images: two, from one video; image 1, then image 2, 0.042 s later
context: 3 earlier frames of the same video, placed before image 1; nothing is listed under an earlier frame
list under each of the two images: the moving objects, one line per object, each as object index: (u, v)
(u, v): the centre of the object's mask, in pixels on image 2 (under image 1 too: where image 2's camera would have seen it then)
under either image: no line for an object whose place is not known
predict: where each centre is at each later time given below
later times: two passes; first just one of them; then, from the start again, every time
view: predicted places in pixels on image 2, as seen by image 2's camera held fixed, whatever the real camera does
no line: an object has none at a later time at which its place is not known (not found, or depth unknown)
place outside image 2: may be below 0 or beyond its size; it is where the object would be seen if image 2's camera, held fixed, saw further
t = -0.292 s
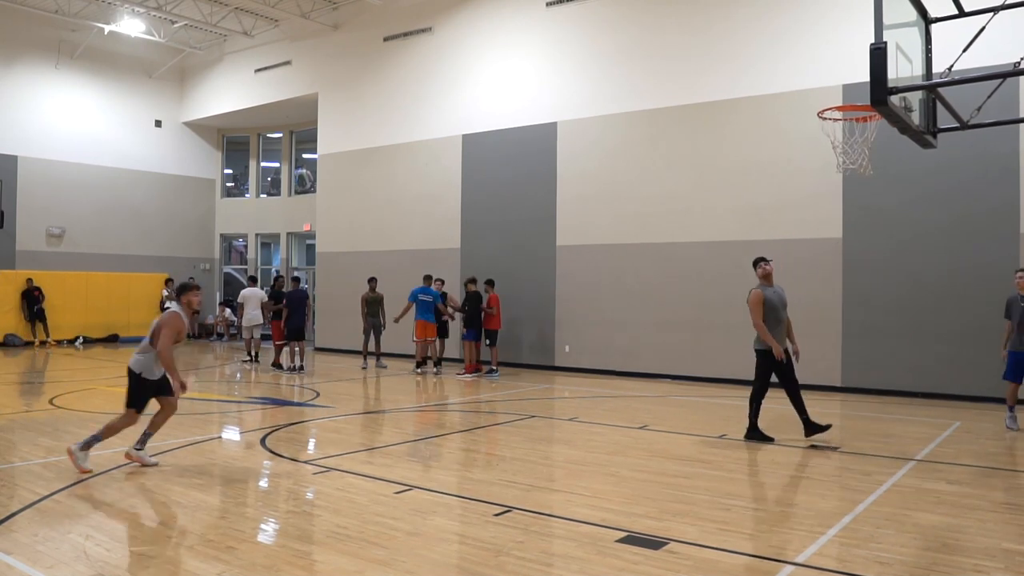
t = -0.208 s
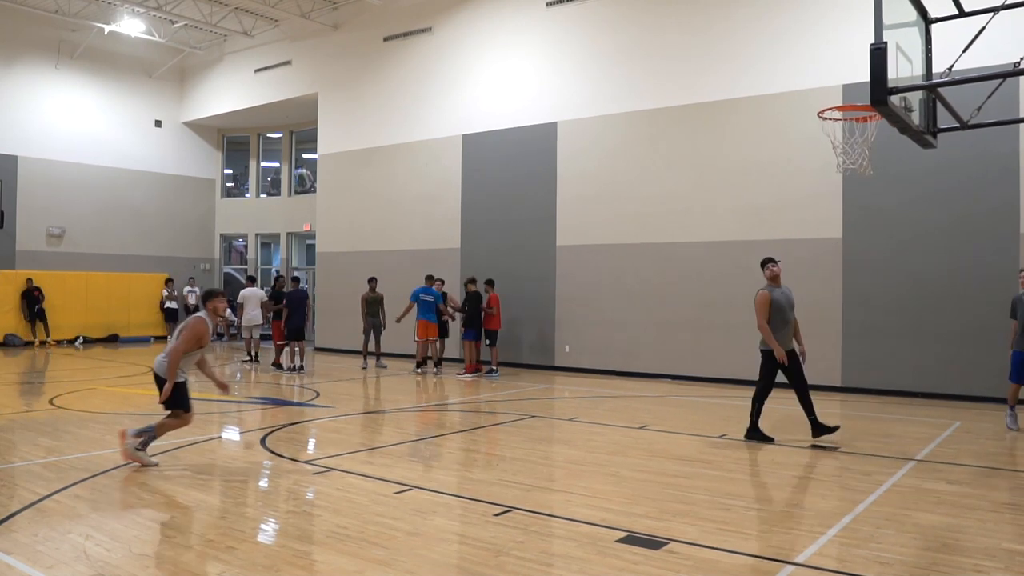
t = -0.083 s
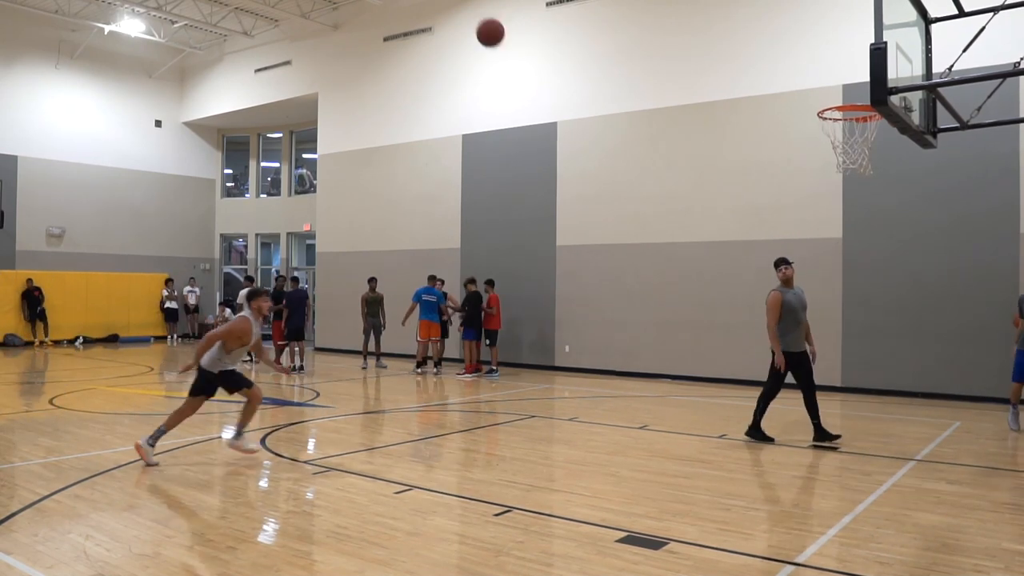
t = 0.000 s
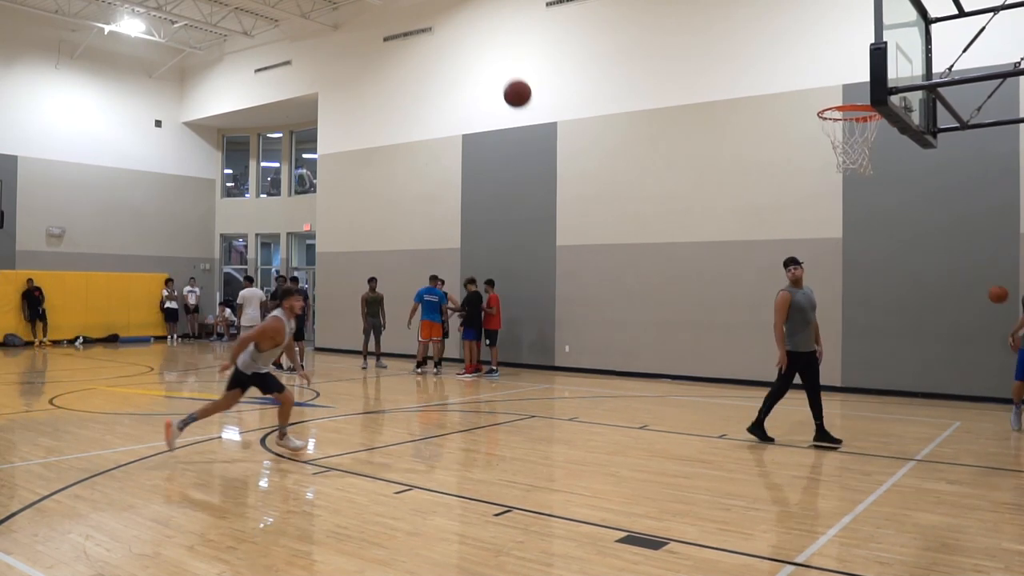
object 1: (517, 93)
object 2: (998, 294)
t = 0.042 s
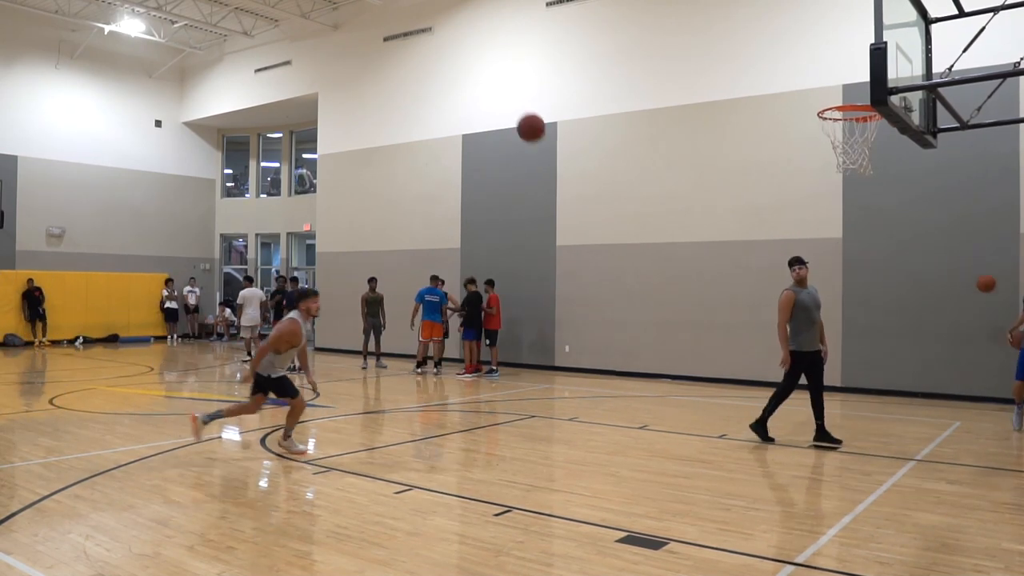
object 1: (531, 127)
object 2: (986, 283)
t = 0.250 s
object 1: (598, 324)
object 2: (926, 248)
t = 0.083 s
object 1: (544, 163)
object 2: (974, 274)
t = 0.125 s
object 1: (558, 200)
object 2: (962, 265)
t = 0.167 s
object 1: (571, 239)
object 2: (949, 258)
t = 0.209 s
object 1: (585, 281)
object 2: (937, 252)
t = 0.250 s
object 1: (598, 324)
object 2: (926, 248)
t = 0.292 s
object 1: (612, 369)
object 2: (914, 245)
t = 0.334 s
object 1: (624, 415)
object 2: (901, 243)
